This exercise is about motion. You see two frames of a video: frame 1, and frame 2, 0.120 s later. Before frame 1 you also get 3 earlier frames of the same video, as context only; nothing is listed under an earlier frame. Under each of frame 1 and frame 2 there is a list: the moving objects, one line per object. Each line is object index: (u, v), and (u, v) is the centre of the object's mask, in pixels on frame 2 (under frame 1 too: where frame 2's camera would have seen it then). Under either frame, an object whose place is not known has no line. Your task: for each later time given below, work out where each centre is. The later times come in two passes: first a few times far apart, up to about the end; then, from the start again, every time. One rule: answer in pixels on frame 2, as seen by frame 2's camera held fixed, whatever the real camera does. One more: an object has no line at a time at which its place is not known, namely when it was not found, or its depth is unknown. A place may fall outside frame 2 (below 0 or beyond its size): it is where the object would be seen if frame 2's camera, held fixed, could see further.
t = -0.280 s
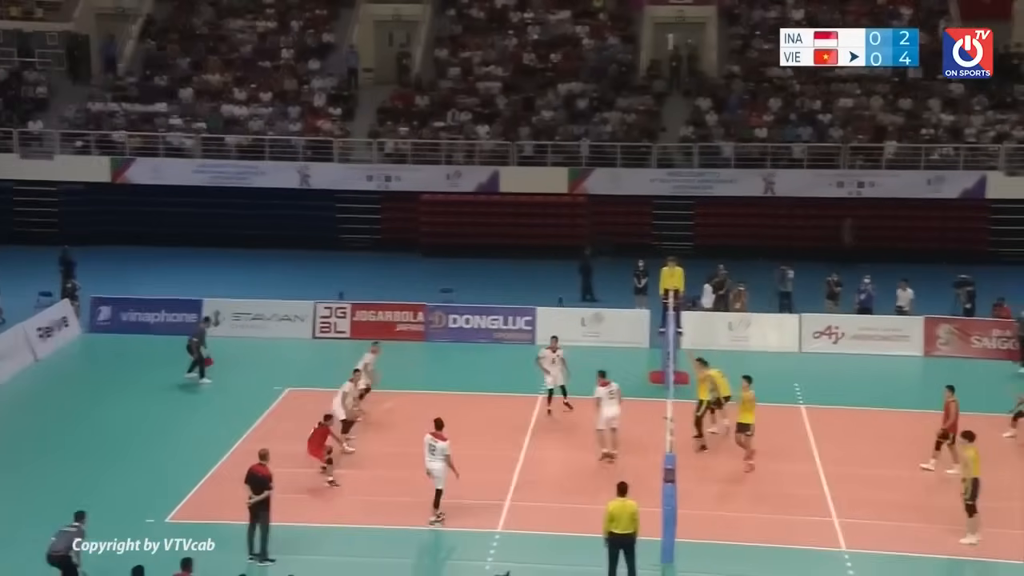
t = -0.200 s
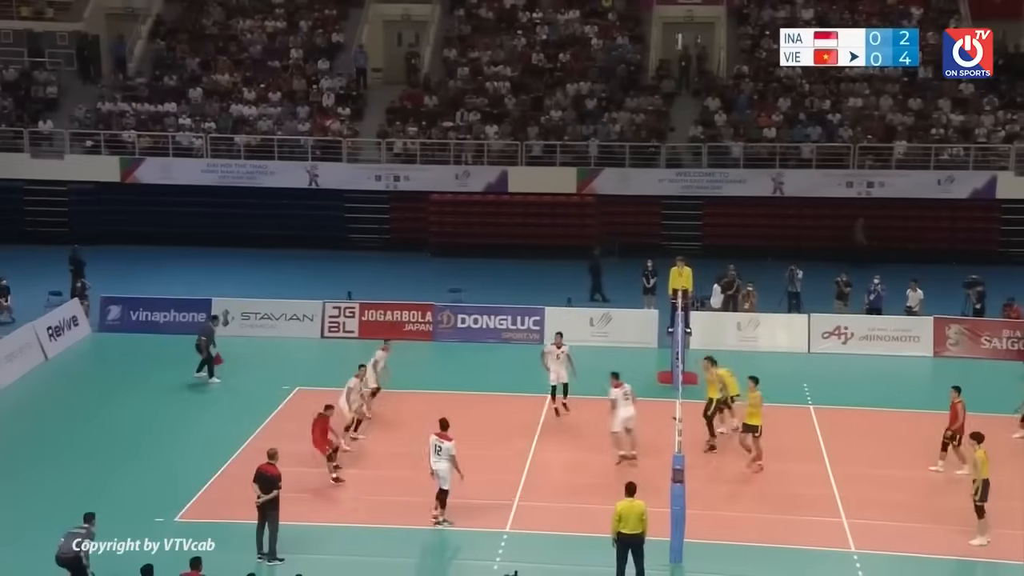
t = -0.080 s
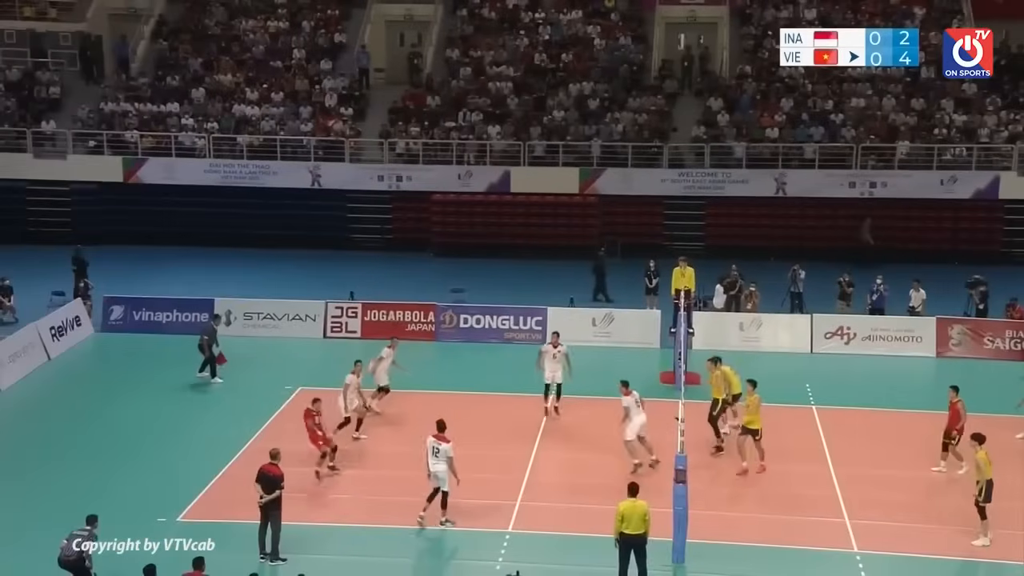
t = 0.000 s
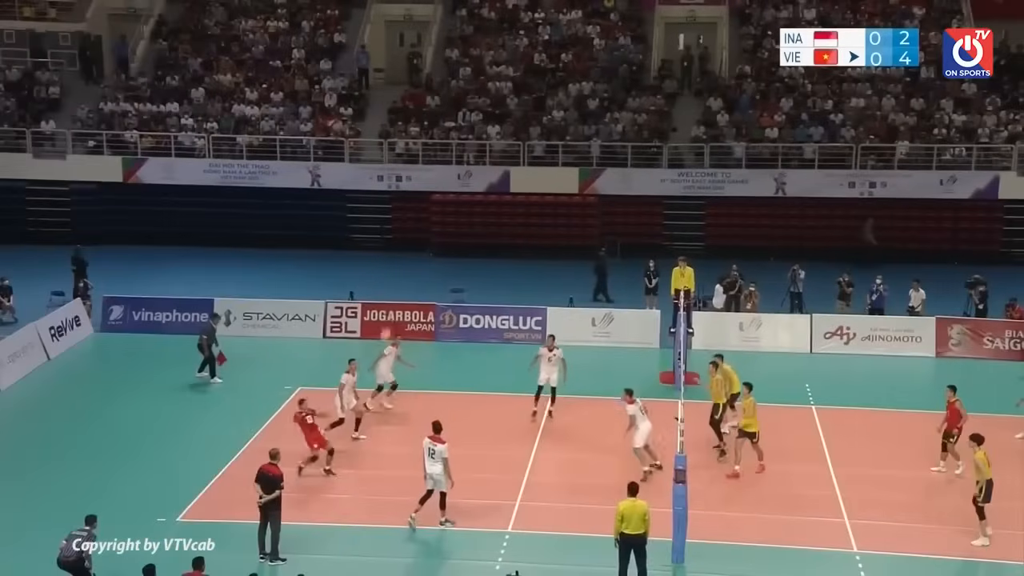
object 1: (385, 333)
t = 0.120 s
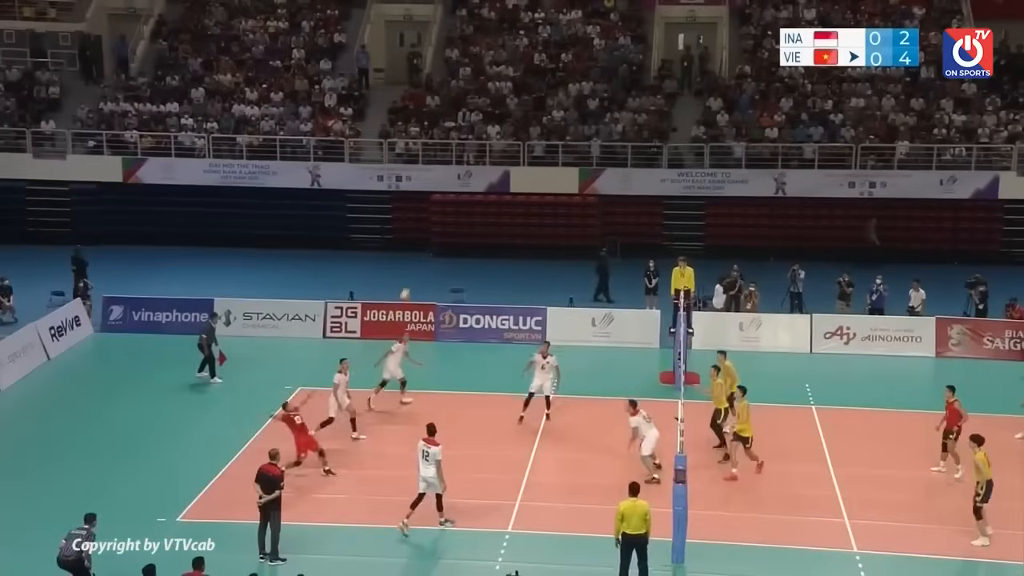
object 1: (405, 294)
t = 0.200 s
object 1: (418, 273)
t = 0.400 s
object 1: (450, 230)
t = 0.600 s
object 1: (481, 208)
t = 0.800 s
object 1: (510, 204)
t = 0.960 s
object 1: (532, 215)
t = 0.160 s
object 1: (412, 283)
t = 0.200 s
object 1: (418, 273)
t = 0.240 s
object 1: (425, 262)
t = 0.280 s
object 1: (431, 252)
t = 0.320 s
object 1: (437, 245)
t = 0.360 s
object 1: (444, 237)
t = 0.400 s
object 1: (450, 230)
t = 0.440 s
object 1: (456, 224)
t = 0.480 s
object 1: (462, 218)
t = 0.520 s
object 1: (469, 214)
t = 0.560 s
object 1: (475, 210)
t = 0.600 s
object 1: (481, 208)
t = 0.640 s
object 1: (487, 205)
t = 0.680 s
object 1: (493, 204)
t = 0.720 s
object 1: (498, 203)
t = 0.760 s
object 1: (504, 203)
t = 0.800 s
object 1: (510, 204)
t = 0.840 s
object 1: (515, 206)
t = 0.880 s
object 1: (521, 208)
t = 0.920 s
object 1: (527, 211)
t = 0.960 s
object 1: (532, 215)
